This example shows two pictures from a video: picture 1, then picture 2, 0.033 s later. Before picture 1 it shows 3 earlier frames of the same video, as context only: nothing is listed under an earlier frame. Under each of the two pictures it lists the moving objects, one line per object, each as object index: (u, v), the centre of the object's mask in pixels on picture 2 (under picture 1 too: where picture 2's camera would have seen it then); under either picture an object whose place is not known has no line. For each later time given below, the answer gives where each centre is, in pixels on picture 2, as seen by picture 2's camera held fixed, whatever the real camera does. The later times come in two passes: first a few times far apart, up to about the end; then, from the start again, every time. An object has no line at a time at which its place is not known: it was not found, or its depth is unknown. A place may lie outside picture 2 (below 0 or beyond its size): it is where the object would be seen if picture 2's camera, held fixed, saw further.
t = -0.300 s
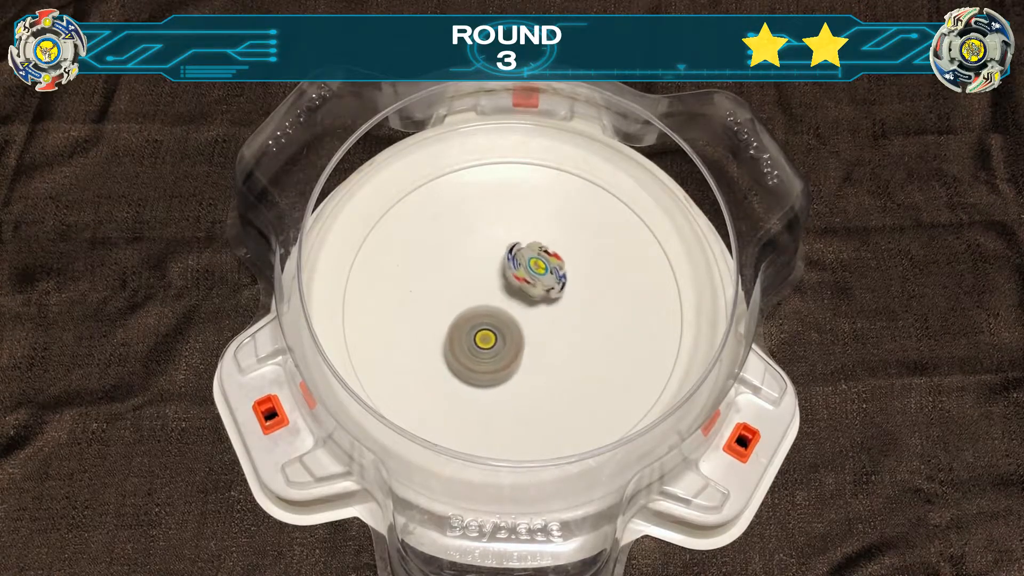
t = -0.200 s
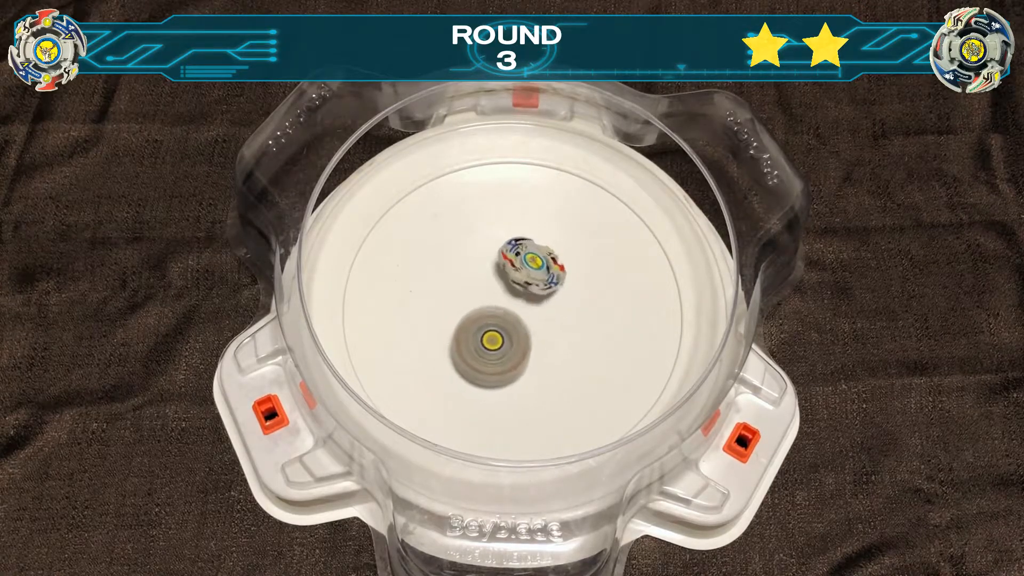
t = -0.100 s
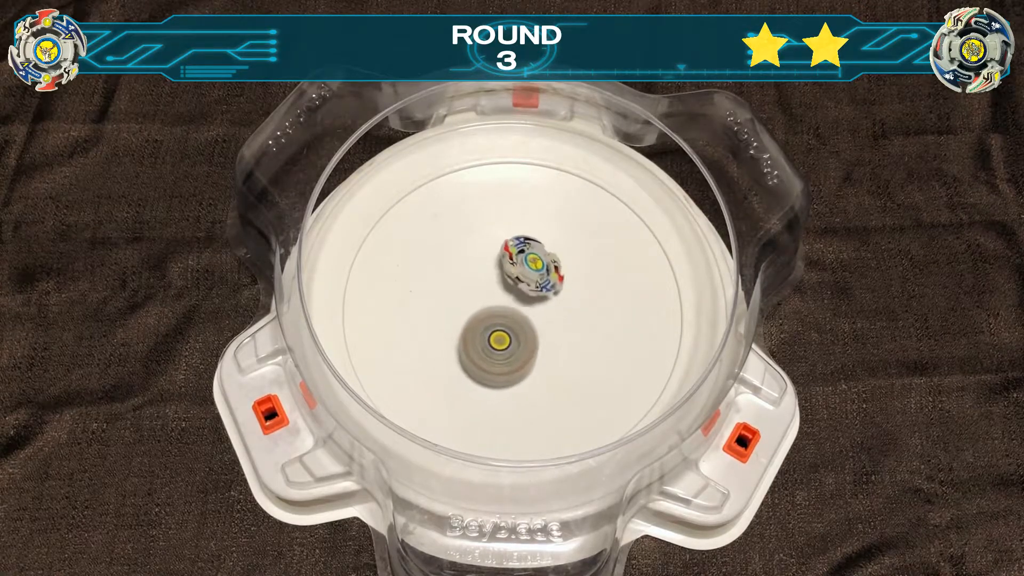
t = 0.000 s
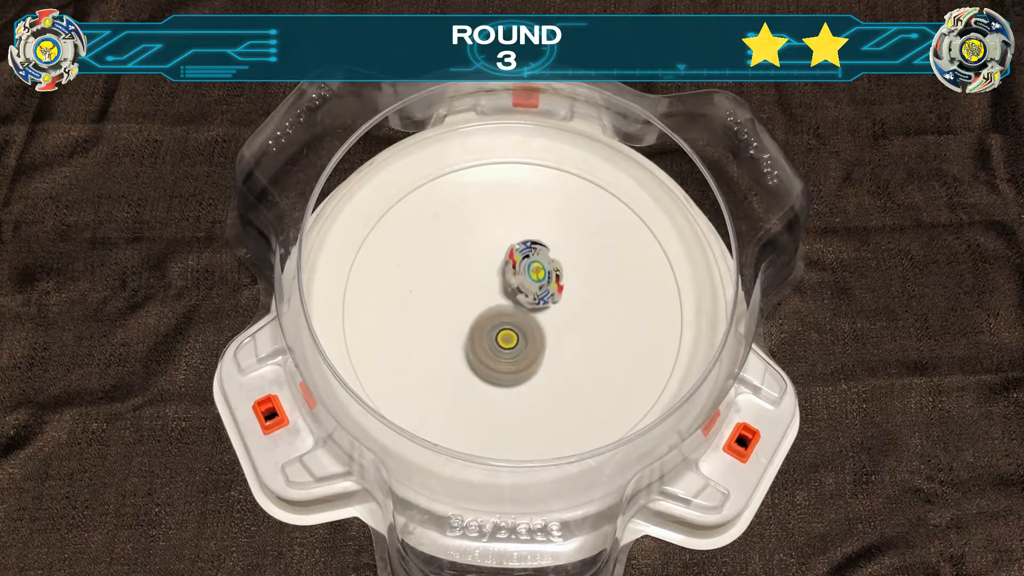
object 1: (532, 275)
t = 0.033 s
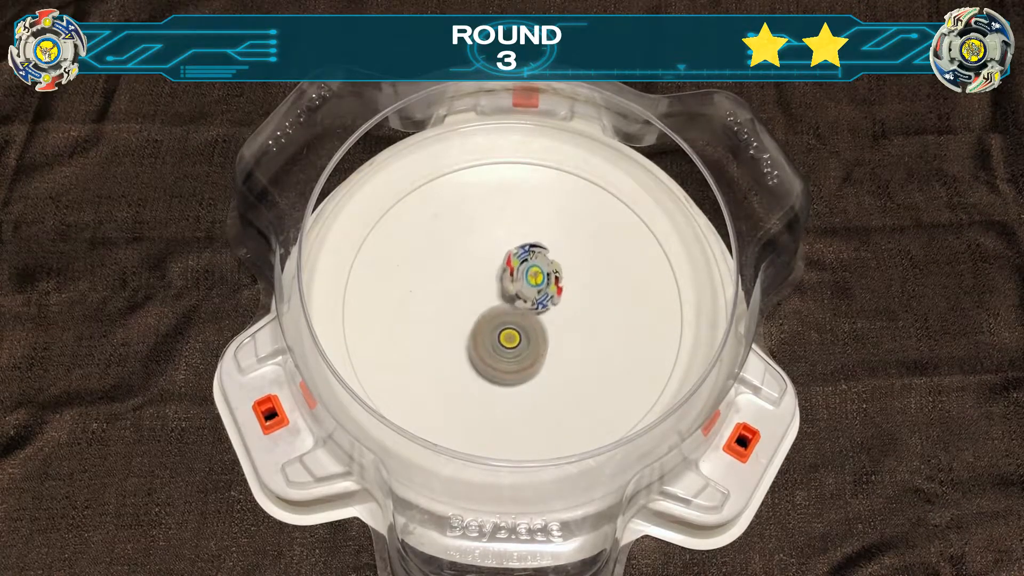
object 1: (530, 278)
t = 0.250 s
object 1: (540, 255)
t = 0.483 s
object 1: (552, 270)
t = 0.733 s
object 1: (549, 270)
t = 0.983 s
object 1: (545, 268)
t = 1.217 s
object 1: (553, 269)
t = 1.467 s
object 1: (543, 255)
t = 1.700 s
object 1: (553, 259)
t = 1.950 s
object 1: (552, 271)
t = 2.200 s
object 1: (526, 265)
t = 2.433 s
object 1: (533, 253)
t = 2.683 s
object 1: (532, 252)
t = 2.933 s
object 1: (546, 251)
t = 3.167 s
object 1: (530, 255)
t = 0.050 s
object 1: (530, 279)
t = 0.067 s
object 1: (533, 274)
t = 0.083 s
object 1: (537, 268)
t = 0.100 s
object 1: (539, 262)
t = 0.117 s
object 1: (541, 257)
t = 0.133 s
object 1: (542, 254)
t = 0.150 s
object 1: (542, 252)
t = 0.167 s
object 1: (543, 252)
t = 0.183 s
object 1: (543, 251)
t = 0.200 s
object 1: (542, 252)
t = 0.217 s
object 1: (541, 252)
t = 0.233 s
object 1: (540, 254)
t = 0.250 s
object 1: (540, 255)
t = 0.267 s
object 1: (540, 256)
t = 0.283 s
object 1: (540, 258)
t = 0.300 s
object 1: (540, 259)
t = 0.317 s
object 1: (540, 260)
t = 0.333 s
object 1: (540, 261)
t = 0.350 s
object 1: (541, 262)
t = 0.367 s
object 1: (542, 263)
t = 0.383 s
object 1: (543, 264)
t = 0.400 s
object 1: (544, 265)
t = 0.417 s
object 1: (545, 267)
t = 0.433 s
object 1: (547, 268)
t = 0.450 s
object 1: (549, 269)
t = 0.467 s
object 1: (551, 270)
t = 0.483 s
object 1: (552, 270)
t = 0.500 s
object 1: (554, 270)
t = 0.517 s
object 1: (555, 270)
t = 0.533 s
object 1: (556, 270)
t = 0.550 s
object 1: (557, 270)
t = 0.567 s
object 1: (558, 270)
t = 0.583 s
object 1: (558, 270)
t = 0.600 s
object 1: (558, 270)
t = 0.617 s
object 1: (558, 270)
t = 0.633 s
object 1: (557, 270)
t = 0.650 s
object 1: (557, 270)
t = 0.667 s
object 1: (555, 270)
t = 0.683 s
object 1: (554, 270)
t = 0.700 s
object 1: (553, 271)
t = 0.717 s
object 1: (551, 271)
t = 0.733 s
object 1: (549, 270)
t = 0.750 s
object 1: (547, 269)
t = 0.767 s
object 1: (546, 269)
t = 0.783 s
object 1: (545, 268)
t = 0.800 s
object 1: (544, 267)
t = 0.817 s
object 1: (543, 266)
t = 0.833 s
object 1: (543, 266)
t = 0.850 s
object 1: (542, 266)
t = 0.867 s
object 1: (542, 265)
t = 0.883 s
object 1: (542, 265)
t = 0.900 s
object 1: (542, 265)
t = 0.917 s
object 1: (542, 266)
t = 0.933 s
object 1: (543, 266)
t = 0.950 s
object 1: (543, 267)
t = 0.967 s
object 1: (544, 267)
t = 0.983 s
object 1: (545, 268)
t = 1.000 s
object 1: (546, 269)
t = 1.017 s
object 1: (547, 270)
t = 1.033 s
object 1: (549, 271)
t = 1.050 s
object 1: (550, 271)
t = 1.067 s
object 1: (551, 272)
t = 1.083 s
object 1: (553, 271)
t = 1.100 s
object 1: (554, 271)
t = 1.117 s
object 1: (555, 271)
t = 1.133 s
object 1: (555, 271)
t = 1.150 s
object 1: (556, 270)
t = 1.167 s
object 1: (555, 270)
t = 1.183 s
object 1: (555, 270)
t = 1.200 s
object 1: (554, 269)
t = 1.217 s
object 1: (553, 269)
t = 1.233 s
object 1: (552, 269)
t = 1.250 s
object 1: (550, 269)
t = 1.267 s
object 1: (548, 268)
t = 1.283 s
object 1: (547, 267)
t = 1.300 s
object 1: (547, 267)
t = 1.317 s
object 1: (548, 267)
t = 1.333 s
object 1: (550, 266)
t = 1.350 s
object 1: (551, 266)
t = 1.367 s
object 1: (551, 265)
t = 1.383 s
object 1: (551, 264)
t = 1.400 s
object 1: (550, 263)
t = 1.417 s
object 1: (549, 260)
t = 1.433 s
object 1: (547, 258)
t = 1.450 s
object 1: (545, 257)
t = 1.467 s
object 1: (543, 255)
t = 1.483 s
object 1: (540, 258)
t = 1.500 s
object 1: (537, 259)
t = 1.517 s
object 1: (535, 261)
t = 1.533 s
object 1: (534, 263)
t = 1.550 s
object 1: (532, 266)
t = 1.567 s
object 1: (532, 269)
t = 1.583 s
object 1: (532, 271)
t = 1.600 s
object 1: (534, 272)
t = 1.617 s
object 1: (537, 269)
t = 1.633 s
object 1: (541, 265)
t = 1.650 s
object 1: (544, 263)
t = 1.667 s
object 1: (547, 262)
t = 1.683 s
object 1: (550, 261)
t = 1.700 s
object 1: (553, 259)
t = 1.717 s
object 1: (554, 258)
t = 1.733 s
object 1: (554, 258)
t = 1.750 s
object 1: (553, 258)
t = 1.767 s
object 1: (553, 258)
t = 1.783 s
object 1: (553, 258)
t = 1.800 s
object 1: (553, 258)
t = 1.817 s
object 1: (553, 259)
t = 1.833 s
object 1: (553, 259)
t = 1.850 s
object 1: (554, 260)
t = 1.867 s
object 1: (554, 262)
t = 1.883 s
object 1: (555, 263)
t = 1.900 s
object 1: (554, 265)
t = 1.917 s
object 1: (554, 267)
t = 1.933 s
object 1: (553, 269)
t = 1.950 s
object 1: (552, 271)
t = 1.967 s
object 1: (550, 274)
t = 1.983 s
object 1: (548, 276)
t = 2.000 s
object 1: (545, 278)
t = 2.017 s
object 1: (542, 279)
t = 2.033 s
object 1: (539, 279)
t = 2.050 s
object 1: (535, 278)
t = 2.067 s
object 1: (532, 277)
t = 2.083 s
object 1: (530, 275)
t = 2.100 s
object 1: (528, 274)
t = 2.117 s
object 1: (526, 271)
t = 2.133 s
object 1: (526, 270)
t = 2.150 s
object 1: (526, 268)
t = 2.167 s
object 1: (525, 267)
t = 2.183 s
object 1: (526, 266)
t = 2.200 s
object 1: (526, 265)
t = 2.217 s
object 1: (526, 264)
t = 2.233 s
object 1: (526, 264)
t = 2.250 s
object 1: (526, 263)
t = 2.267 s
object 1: (526, 263)
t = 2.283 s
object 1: (526, 263)
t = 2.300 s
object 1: (526, 263)
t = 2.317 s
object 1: (526, 262)
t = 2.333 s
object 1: (526, 261)
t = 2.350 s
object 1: (527, 259)
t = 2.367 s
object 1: (528, 257)
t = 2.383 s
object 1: (529, 256)
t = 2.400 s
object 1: (530, 256)
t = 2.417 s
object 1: (532, 254)
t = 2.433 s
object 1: (533, 253)
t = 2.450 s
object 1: (533, 253)
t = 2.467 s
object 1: (534, 252)
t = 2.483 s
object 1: (534, 252)
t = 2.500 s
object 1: (534, 252)
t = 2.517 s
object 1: (534, 252)
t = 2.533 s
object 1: (534, 252)
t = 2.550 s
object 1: (533, 252)
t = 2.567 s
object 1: (533, 252)
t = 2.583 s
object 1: (532, 253)
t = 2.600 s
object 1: (531, 253)
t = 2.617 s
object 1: (530, 254)
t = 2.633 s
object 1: (530, 253)
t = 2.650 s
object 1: (531, 253)
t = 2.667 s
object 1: (532, 253)
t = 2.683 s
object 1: (532, 252)
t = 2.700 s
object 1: (533, 252)
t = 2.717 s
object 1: (534, 252)
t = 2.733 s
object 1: (534, 252)
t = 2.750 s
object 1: (535, 252)
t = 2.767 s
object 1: (535, 252)
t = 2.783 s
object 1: (536, 251)
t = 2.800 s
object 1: (536, 251)
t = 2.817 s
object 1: (537, 251)
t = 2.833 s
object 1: (539, 249)
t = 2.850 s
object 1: (540, 249)
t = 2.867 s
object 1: (542, 249)
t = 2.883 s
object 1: (543, 250)
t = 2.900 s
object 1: (544, 250)
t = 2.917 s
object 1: (545, 251)
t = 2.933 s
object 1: (546, 251)
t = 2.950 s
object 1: (546, 249)
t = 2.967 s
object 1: (546, 247)
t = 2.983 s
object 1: (545, 247)
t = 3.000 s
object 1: (544, 247)
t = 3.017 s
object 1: (543, 247)
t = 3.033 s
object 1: (542, 247)
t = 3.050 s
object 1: (541, 247)
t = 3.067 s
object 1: (540, 247)
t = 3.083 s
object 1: (538, 248)
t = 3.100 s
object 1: (537, 249)
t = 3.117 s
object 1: (536, 250)
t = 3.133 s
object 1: (534, 251)
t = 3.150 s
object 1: (532, 252)
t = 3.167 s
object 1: (530, 255)
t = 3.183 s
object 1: (530, 257)
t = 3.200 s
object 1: (529, 255)
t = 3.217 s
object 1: (529, 253)
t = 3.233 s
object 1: (530, 249)
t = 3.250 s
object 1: (532, 249)
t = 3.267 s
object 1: (533, 249)
